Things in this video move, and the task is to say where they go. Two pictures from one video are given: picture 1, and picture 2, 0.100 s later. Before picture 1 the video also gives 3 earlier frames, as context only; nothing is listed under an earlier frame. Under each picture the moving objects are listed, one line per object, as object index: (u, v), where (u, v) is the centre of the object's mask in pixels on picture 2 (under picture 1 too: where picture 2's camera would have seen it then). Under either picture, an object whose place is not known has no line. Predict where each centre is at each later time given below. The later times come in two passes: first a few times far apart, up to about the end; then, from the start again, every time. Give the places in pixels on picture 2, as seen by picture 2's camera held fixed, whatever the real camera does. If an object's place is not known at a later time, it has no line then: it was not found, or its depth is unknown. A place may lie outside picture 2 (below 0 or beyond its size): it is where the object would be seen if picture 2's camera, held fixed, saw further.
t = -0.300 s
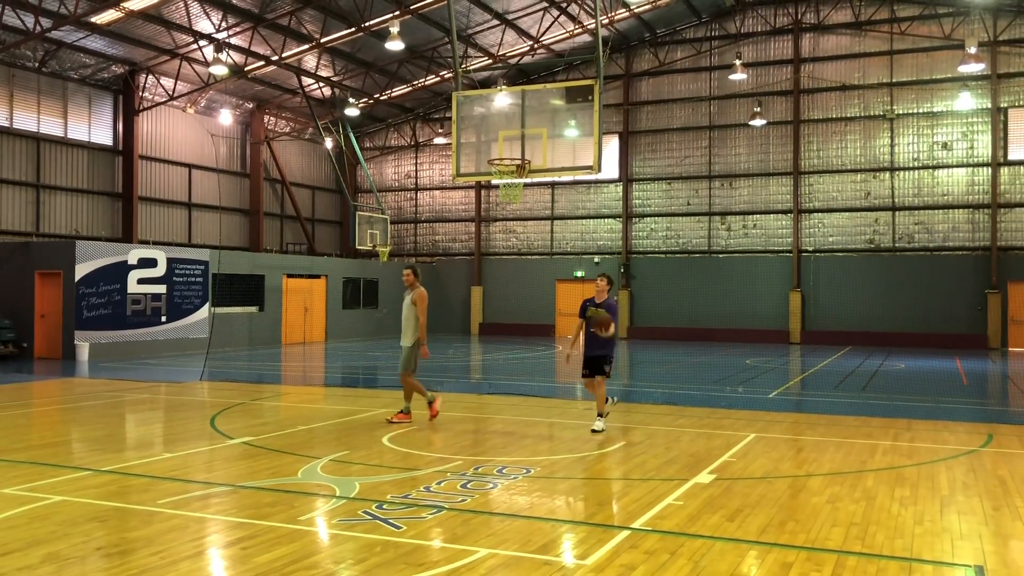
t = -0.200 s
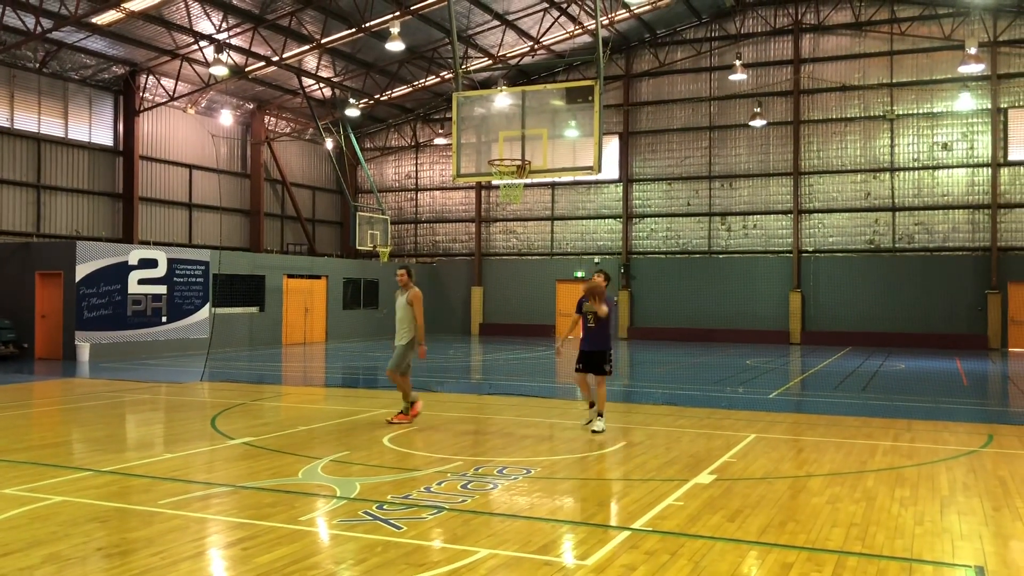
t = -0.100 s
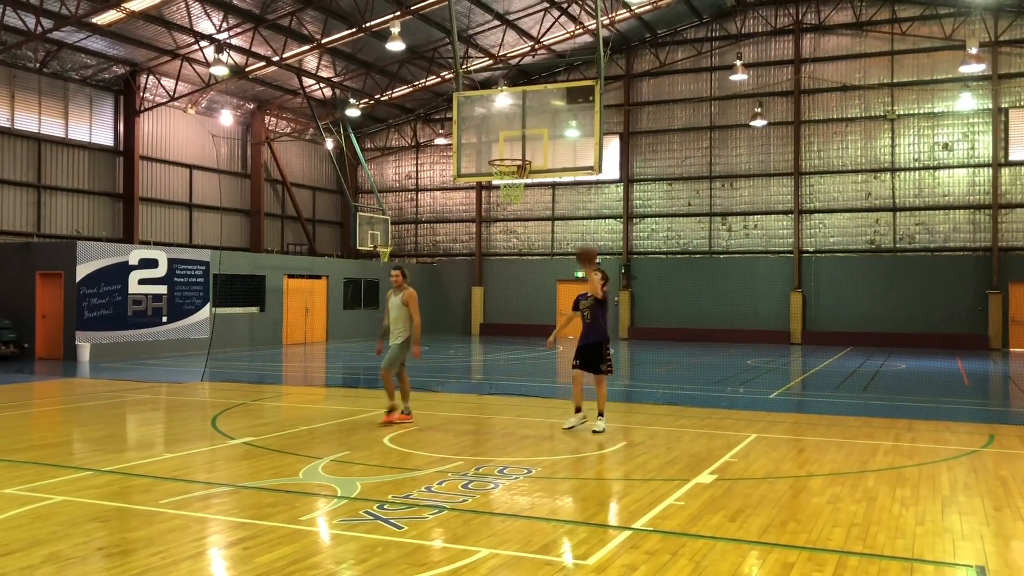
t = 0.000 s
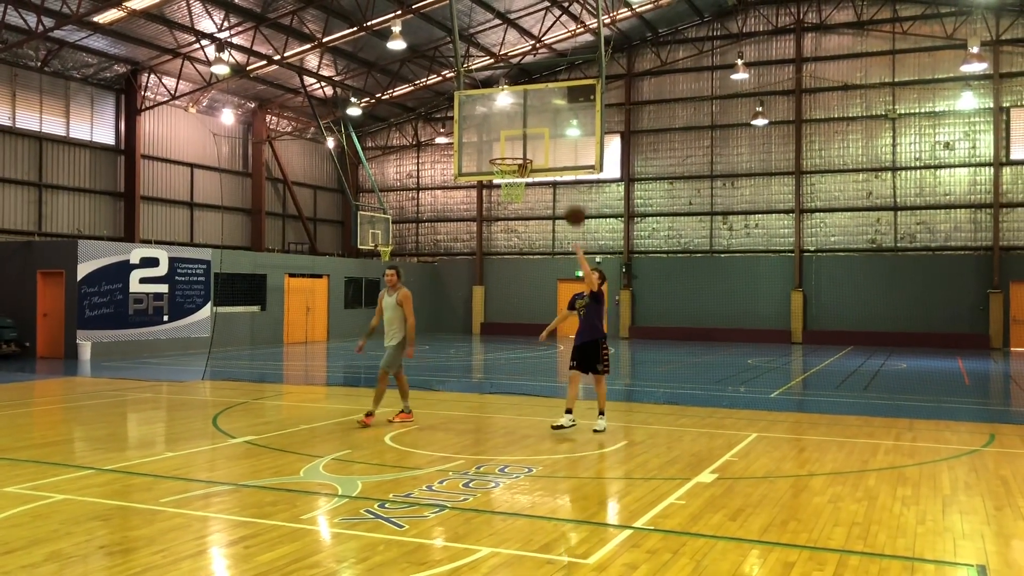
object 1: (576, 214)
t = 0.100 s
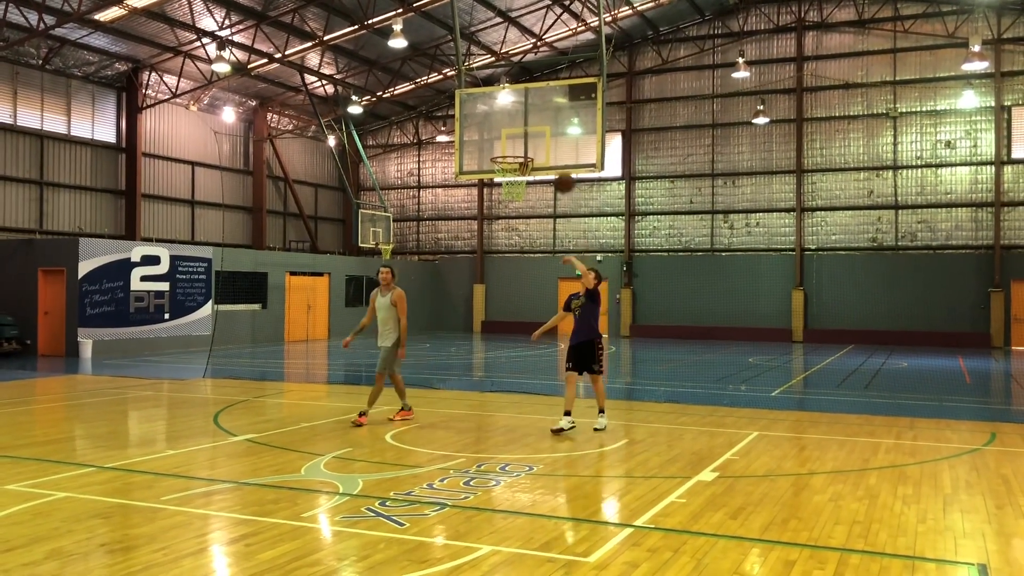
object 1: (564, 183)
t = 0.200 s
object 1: (551, 160)
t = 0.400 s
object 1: (527, 142)
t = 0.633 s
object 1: (503, 148)
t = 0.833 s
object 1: (488, 161)
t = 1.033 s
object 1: (474, 208)
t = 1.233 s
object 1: (461, 286)
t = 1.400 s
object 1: (447, 378)
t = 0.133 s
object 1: (560, 174)
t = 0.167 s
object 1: (556, 166)
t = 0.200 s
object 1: (551, 160)
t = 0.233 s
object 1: (547, 155)
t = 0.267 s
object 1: (543, 150)
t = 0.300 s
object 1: (539, 147)
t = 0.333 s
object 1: (535, 144)
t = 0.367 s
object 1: (531, 142)
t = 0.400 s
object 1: (527, 142)
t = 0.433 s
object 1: (523, 142)
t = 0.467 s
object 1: (519, 144)
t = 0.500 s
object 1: (516, 146)
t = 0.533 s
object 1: (511, 149)
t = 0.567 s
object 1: (507, 152)
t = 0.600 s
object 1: (505, 150)
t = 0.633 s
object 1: (503, 148)
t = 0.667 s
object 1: (500, 148)
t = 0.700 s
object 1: (498, 149)
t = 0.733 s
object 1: (495, 150)
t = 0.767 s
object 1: (493, 153)
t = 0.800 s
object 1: (490, 157)
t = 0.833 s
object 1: (488, 161)
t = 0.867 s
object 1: (485, 166)
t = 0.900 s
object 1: (484, 172)
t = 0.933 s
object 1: (482, 179)
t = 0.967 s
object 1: (480, 187)
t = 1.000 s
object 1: (477, 197)
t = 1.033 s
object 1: (474, 208)
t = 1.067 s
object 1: (472, 217)
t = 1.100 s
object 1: (469, 230)
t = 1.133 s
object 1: (467, 242)
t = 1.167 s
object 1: (466, 258)
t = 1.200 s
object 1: (462, 270)
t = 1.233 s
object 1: (461, 286)
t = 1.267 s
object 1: (459, 303)
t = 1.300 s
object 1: (457, 320)
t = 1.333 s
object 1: (453, 339)
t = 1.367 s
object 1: (450, 358)
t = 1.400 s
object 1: (447, 378)
